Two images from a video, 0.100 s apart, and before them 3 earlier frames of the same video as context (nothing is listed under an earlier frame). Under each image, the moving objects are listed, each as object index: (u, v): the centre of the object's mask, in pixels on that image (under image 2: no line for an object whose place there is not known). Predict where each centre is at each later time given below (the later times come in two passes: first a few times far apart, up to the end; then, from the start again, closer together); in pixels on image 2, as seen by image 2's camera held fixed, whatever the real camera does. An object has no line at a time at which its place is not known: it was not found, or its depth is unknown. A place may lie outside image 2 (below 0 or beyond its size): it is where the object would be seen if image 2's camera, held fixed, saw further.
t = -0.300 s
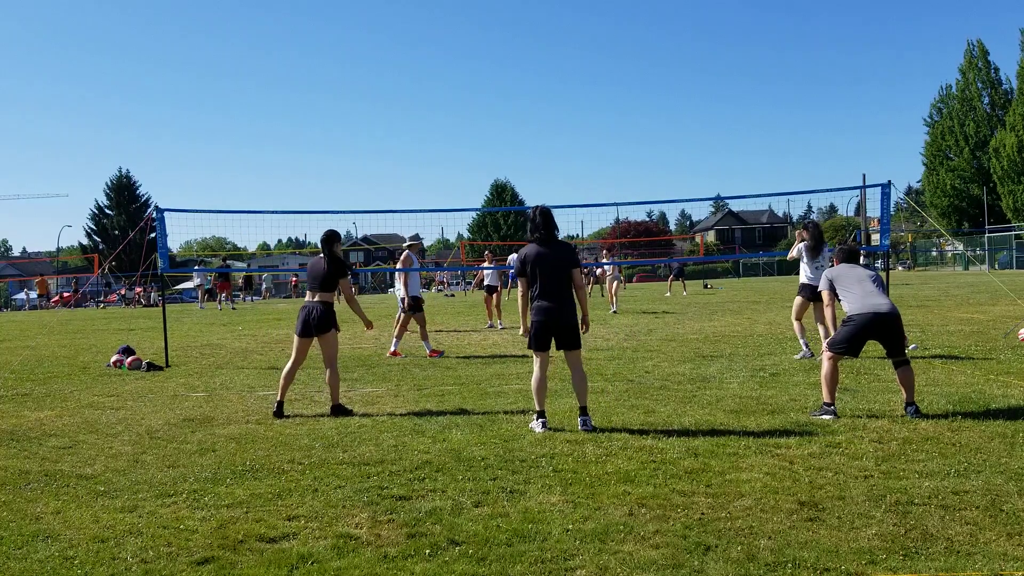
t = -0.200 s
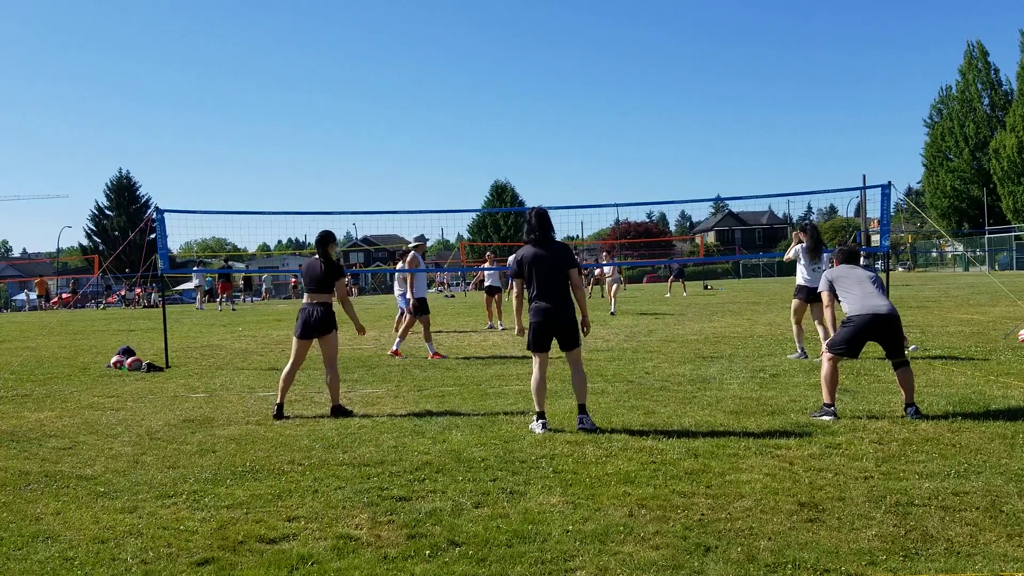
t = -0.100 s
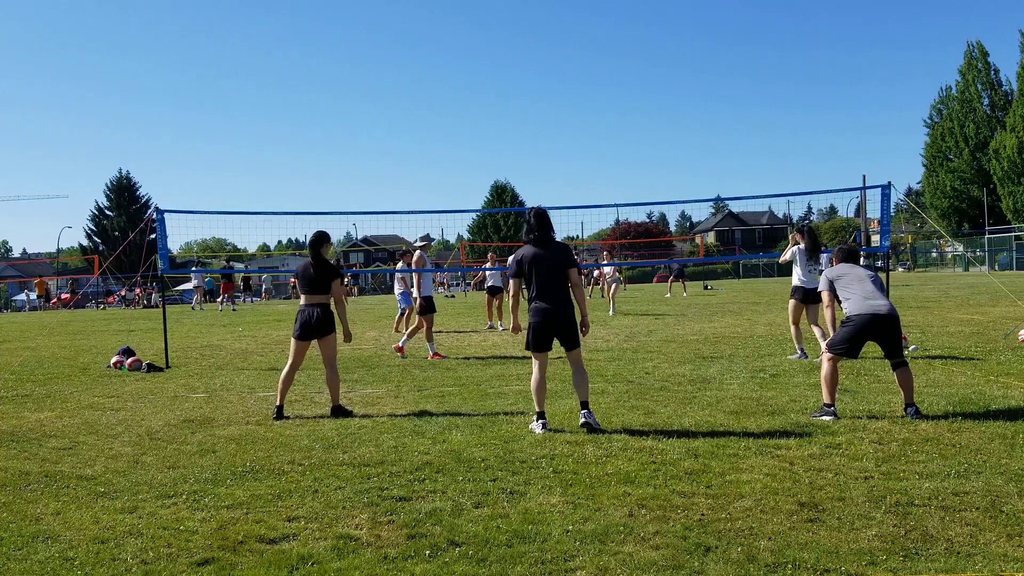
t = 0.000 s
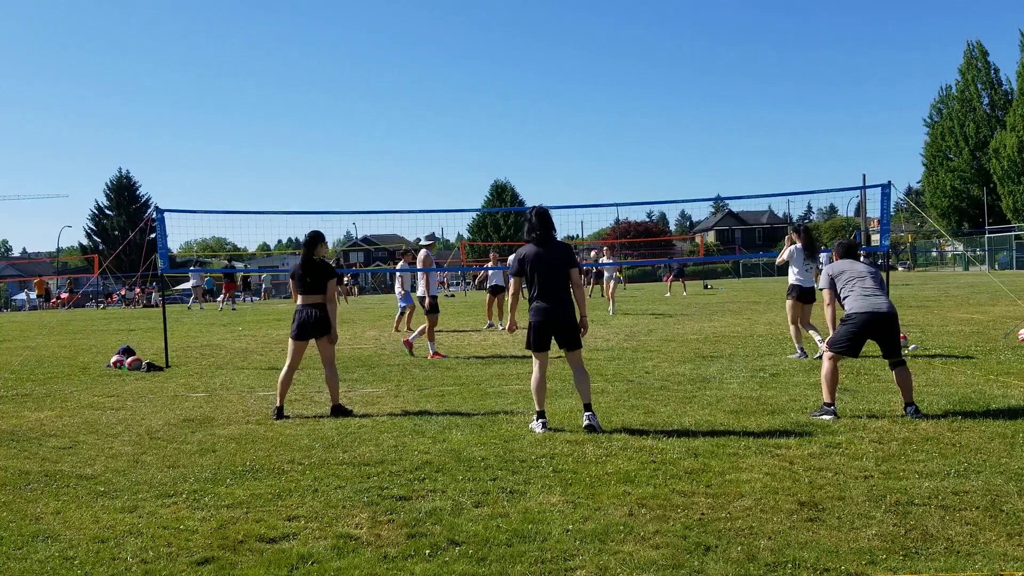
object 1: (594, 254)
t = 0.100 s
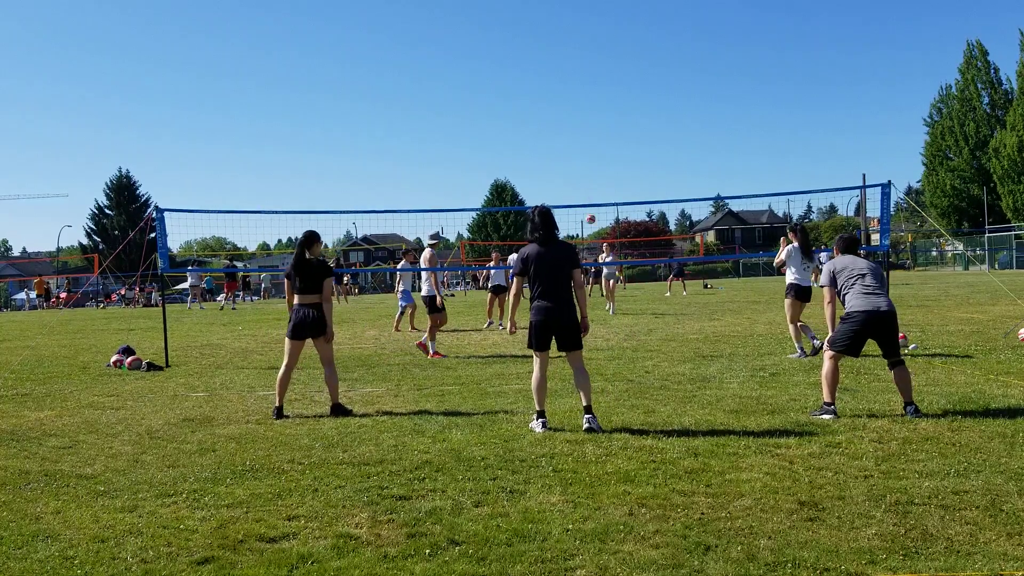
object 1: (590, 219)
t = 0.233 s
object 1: (583, 174)
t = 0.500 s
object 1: (567, 99)
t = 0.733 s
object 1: (545, 52)
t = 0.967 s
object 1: (520, 37)
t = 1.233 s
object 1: (491, 70)
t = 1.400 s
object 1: (474, 124)
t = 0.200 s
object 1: (585, 185)
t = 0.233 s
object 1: (583, 174)
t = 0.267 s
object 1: (582, 164)
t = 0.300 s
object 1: (580, 154)
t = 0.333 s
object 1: (578, 144)
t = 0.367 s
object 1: (576, 134)
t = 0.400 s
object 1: (574, 125)
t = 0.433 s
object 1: (572, 116)
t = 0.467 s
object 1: (569, 107)
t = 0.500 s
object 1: (567, 99)
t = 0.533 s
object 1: (564, 90)
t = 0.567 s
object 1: (561, 83)
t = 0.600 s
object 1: (559, 76)
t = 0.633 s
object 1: (555, 69)
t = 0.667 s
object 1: (552, 63)
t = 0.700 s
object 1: (549, 57)
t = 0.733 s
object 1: (545, 52)
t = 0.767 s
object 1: (542, 48)
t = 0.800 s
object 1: (538, 44)
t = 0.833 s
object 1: (534, 41)
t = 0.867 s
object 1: (530, 39)
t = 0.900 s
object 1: (527, 37)
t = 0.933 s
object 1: (523, 37)
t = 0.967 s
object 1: (520, 37)
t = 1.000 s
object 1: (516, 38)
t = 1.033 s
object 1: (512, 39)
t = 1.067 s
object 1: (509, 42)
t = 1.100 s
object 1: (505, 45)
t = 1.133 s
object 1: (502, 50)
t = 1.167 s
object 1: (498, 55)
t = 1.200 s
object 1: (495, 62)
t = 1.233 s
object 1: (491, 70)
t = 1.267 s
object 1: (488, 78)
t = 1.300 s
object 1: (484, 88)
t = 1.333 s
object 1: (481, 99)
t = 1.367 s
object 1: (478, 111)
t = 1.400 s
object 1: (474, 124)
